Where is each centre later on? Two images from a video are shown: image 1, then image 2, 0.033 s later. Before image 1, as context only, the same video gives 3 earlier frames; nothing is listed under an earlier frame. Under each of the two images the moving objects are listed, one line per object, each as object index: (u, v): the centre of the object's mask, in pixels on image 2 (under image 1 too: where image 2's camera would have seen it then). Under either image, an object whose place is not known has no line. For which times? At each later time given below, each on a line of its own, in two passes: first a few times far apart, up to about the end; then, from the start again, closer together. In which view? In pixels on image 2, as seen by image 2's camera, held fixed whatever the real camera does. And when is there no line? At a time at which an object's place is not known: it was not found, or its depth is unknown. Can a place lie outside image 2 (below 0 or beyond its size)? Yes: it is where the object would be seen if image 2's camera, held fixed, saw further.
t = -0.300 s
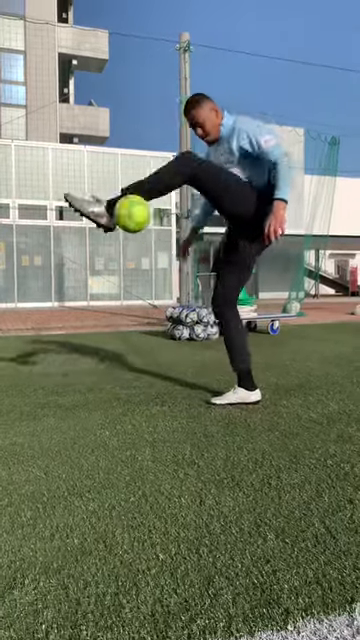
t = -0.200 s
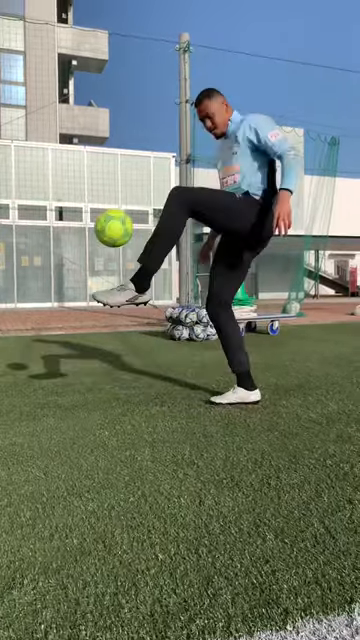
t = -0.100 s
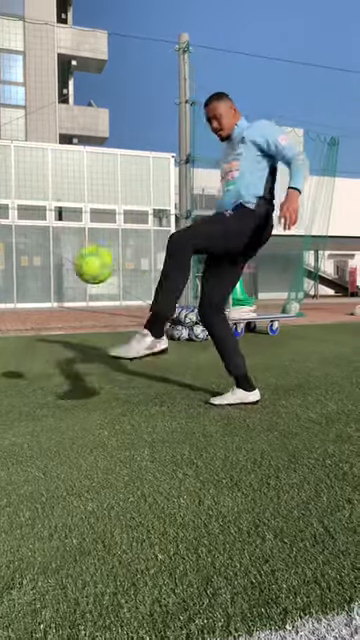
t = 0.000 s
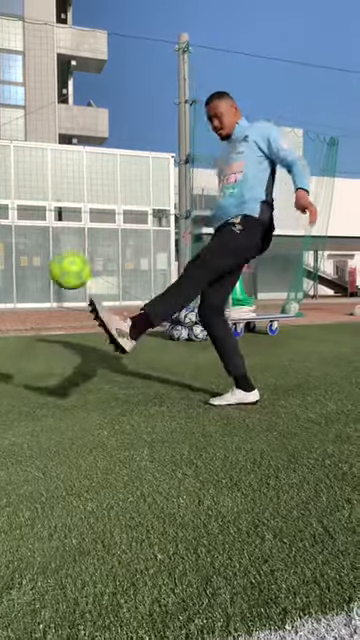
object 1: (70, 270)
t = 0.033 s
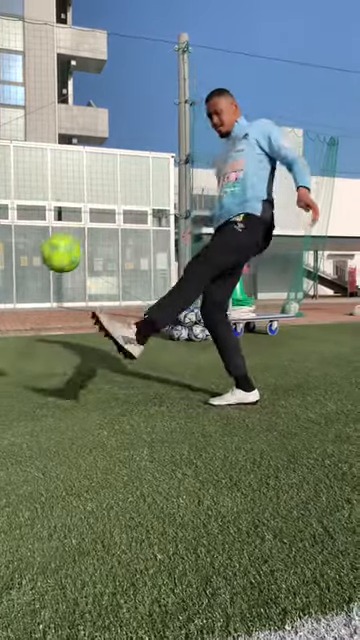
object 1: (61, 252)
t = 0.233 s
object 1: (16, 206)
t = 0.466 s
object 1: (-26, 257)
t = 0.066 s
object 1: (53, 238)
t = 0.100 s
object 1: (45, 227)
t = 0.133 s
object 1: (37, 217)
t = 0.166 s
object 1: (30, 211)
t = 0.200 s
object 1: (23, 207)
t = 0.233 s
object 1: (16, 206)
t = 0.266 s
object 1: (12, 206)
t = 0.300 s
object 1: (7, 209)
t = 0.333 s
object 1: (2, 216)
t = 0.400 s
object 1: (-11, 231)
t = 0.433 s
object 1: (-18, 243)
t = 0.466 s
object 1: (-26, 257)
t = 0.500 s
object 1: (-31, 273)
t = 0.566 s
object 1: (-44, 309)
